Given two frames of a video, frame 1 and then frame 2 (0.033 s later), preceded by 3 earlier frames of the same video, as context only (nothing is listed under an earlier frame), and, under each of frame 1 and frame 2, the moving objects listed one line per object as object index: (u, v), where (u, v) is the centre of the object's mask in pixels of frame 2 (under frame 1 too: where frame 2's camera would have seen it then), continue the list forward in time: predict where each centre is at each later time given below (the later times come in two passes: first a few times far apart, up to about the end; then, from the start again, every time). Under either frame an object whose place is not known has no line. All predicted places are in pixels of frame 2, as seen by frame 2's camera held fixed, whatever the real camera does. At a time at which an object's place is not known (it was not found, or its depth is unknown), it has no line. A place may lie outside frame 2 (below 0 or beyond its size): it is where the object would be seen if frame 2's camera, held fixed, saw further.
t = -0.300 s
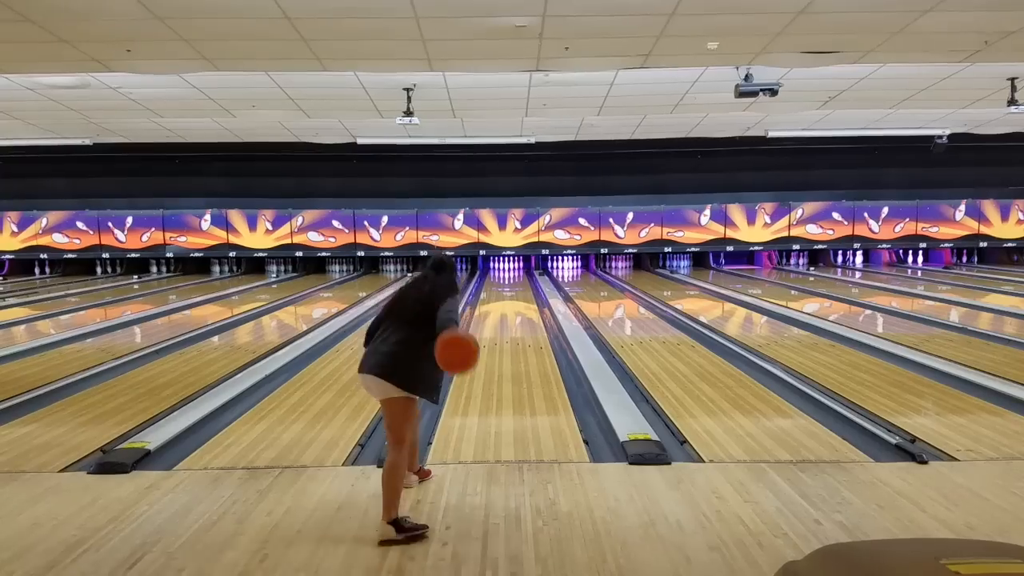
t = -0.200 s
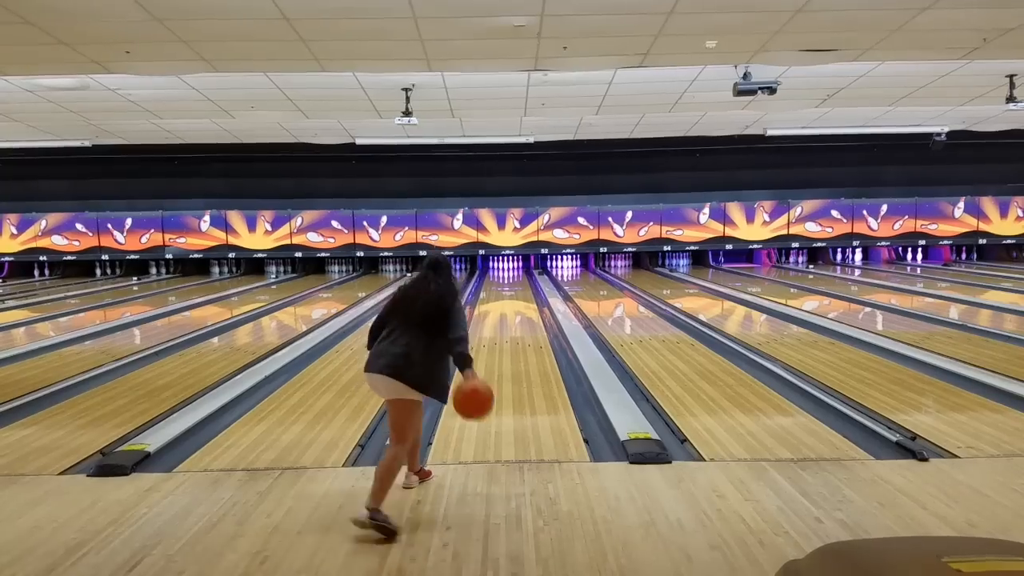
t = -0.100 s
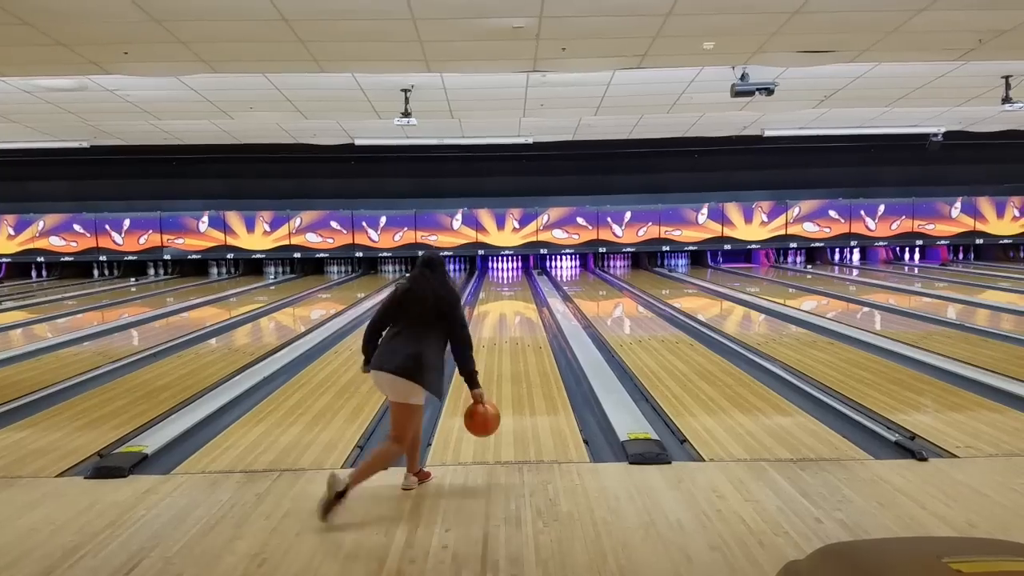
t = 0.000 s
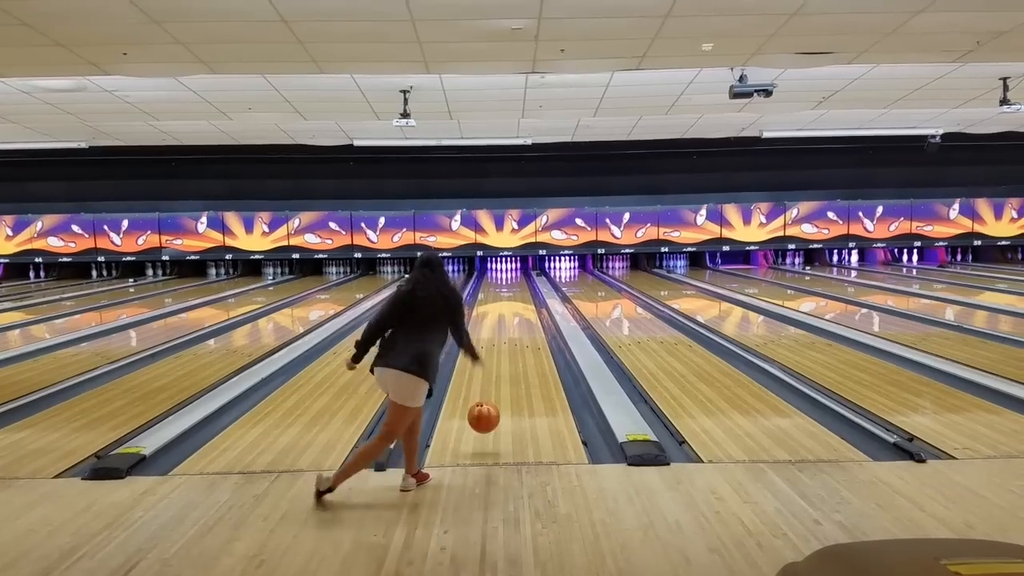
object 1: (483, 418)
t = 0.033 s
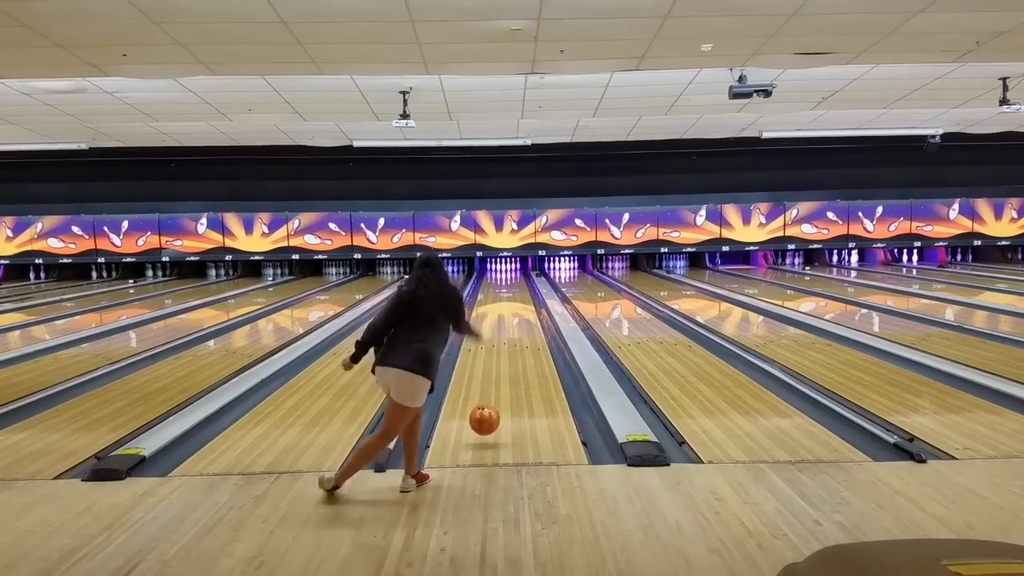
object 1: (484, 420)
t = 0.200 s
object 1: (487, 397)
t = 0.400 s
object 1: (489, 368)
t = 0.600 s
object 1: (491, 347)
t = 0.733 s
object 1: (493, 339)
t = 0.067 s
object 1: (485, 423)
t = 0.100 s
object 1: (486, 415)
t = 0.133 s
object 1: (486, 408)
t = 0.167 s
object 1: (487, 402)
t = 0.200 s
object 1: (487, 397)
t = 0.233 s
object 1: (488, 392)
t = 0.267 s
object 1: (488, 386)
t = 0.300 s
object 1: (489, 382)
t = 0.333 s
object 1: (489, 377)
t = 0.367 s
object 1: (489, 373)
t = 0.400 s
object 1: (489, 368)
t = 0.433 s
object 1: (489, 364)
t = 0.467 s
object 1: (490, 360)
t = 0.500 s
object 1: (490, 356)
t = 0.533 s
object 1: (490, 353)
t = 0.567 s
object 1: (490, 351)
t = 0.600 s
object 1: (491, 347)
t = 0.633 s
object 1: (491, 344)
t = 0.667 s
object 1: (491, 342)
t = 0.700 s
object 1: (492, 339)
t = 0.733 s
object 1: (493, 339)
